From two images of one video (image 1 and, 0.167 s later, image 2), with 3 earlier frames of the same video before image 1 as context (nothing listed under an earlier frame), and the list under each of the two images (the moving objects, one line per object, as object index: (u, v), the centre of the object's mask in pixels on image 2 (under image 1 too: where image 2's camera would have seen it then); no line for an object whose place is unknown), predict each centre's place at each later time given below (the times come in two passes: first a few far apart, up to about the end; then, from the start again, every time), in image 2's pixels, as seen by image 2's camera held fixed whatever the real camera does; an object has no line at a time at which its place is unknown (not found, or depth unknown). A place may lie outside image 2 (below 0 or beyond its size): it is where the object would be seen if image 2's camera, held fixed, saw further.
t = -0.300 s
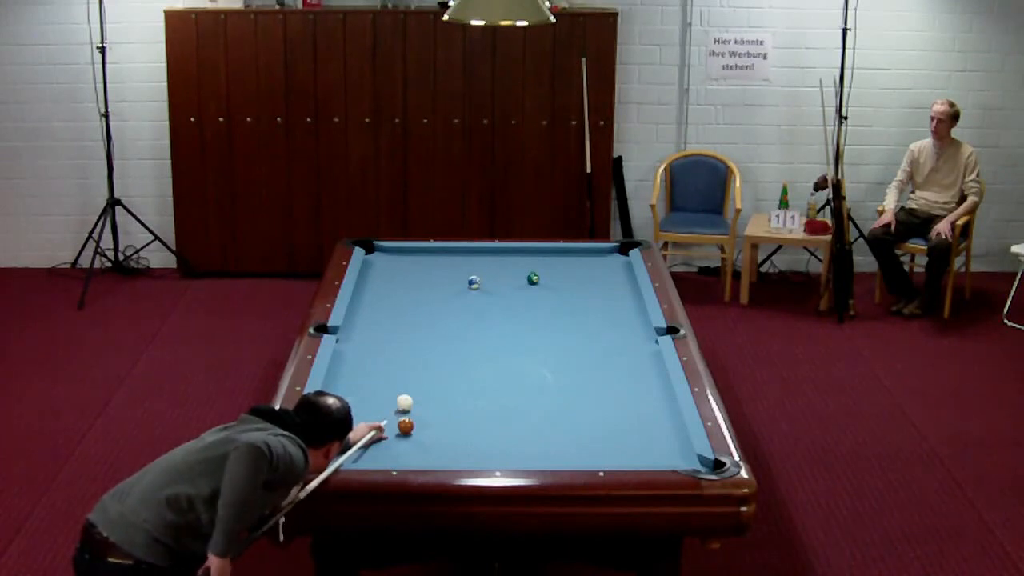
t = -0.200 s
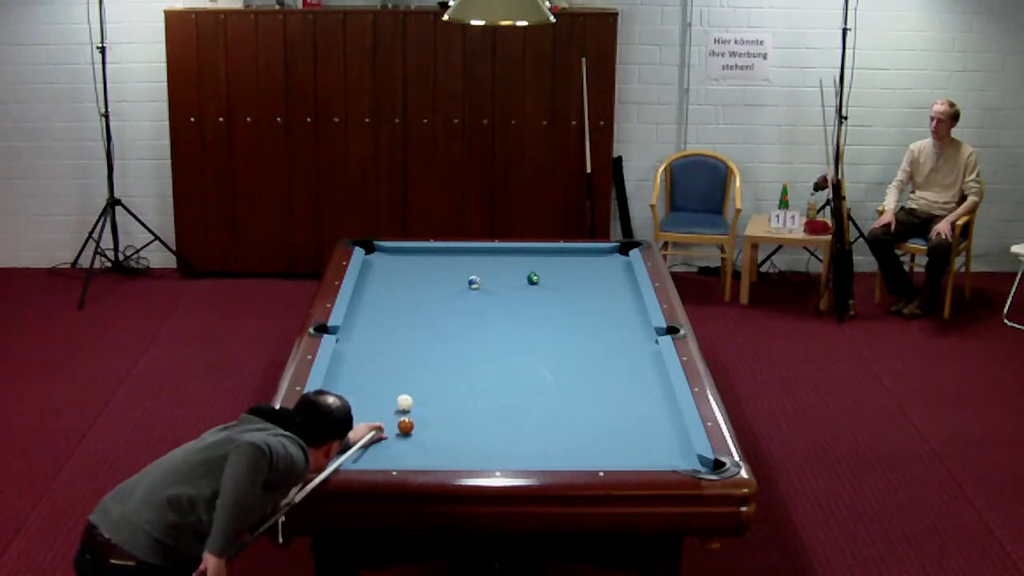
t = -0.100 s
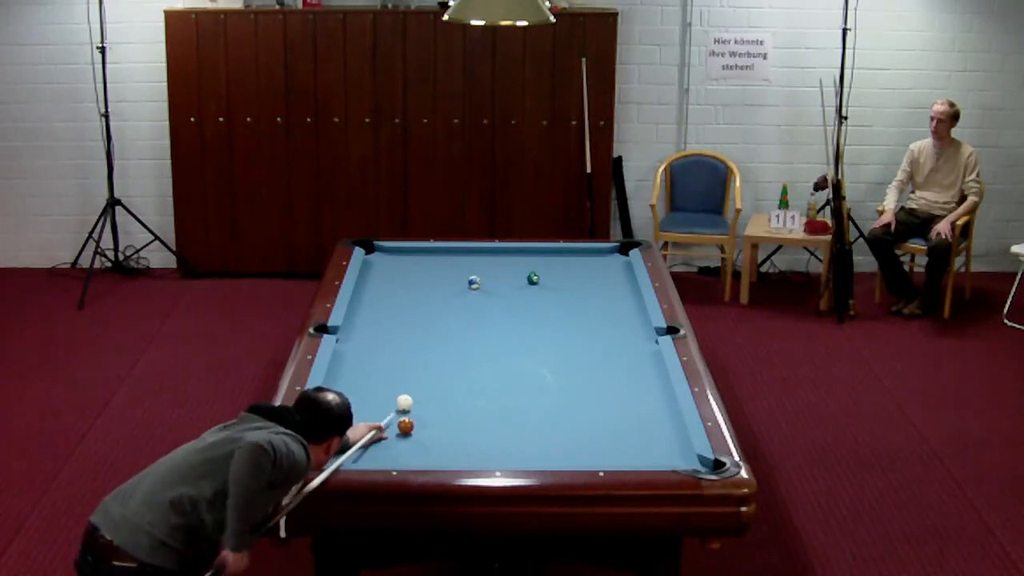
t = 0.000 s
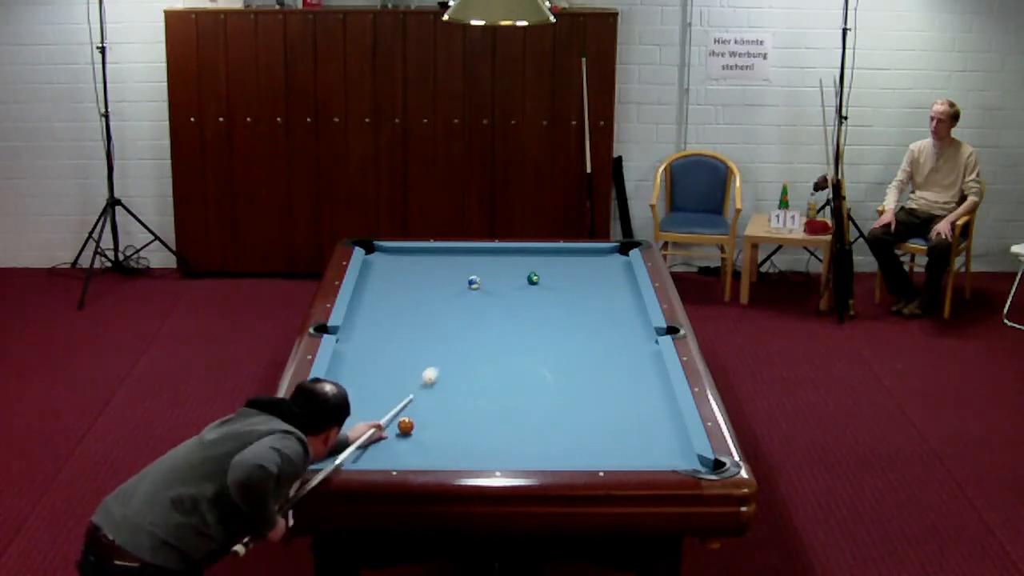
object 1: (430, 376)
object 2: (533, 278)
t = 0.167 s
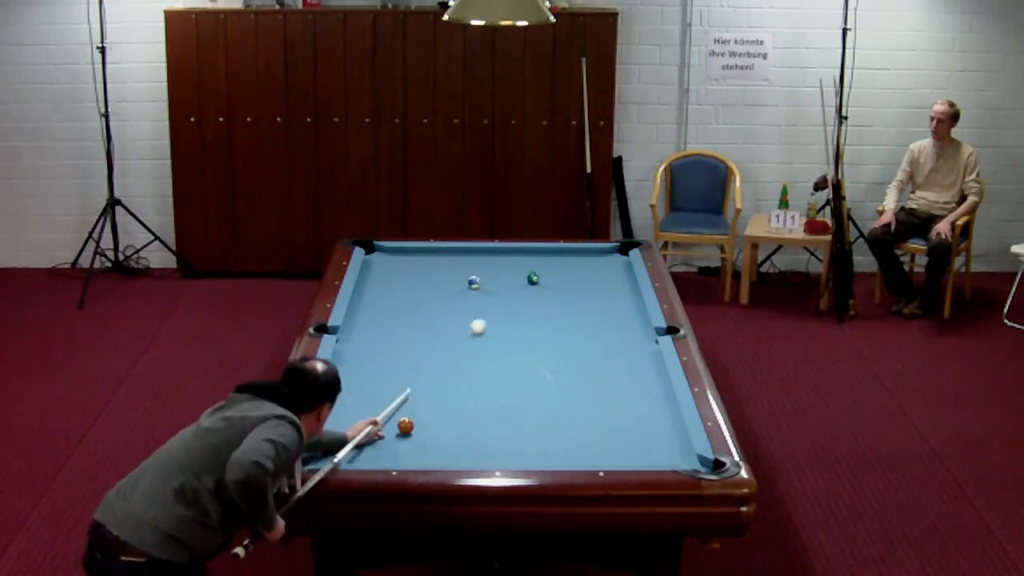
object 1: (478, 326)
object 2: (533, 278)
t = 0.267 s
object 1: (500, 303)
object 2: (533, 278)
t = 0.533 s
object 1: (499, 271)
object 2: (579, 267)
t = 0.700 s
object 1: (477, 263)
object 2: (619, 253)
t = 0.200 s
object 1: (486, 318)
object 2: (533, 278)
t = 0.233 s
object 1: (493, 310)
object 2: (533, 278)
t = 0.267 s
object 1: (500, 303)
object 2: (533, 278)
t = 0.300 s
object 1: (507, 296)
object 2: (533, 278)
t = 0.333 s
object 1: (513, 290)
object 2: (533, 278)
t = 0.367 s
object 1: (519, 284)
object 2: (533, 278)
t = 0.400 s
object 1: (521, 279)
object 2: (536, 278)
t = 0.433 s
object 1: (515, 277)
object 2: (548, 275)
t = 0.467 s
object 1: (509, 275)
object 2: (558, 271)
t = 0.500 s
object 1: (504, 273)
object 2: (569, 268)
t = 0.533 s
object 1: (499, 271)
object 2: (579, 267)
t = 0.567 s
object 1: (495, 269)
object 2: (588, 264)
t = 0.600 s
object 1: (490, 268)
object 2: (596, 262)
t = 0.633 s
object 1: (486, 266)
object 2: (605, 259)
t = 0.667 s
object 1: (481, 264)
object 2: (612, 256)
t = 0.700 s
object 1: (477, 263)
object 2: (619, 253)
